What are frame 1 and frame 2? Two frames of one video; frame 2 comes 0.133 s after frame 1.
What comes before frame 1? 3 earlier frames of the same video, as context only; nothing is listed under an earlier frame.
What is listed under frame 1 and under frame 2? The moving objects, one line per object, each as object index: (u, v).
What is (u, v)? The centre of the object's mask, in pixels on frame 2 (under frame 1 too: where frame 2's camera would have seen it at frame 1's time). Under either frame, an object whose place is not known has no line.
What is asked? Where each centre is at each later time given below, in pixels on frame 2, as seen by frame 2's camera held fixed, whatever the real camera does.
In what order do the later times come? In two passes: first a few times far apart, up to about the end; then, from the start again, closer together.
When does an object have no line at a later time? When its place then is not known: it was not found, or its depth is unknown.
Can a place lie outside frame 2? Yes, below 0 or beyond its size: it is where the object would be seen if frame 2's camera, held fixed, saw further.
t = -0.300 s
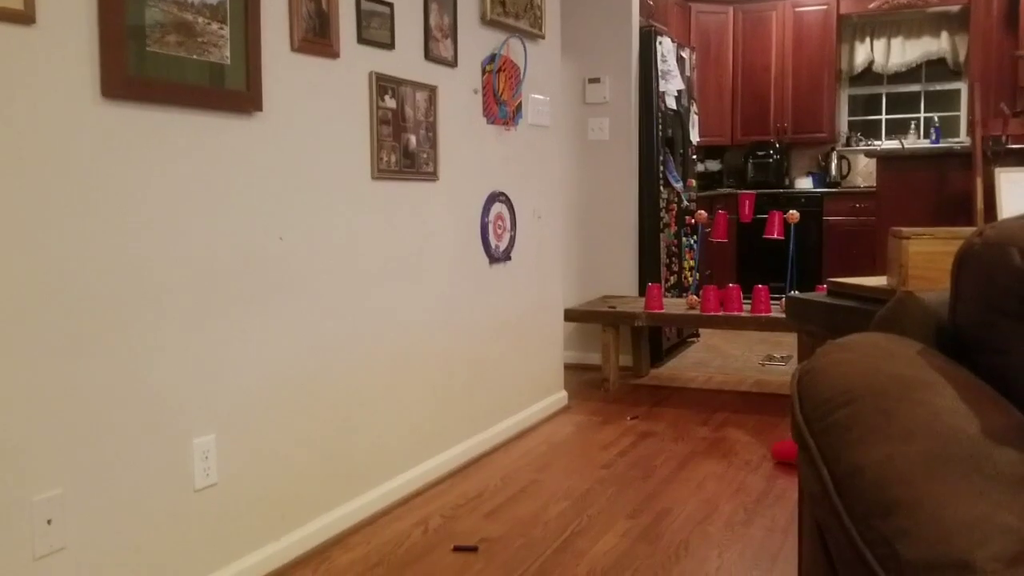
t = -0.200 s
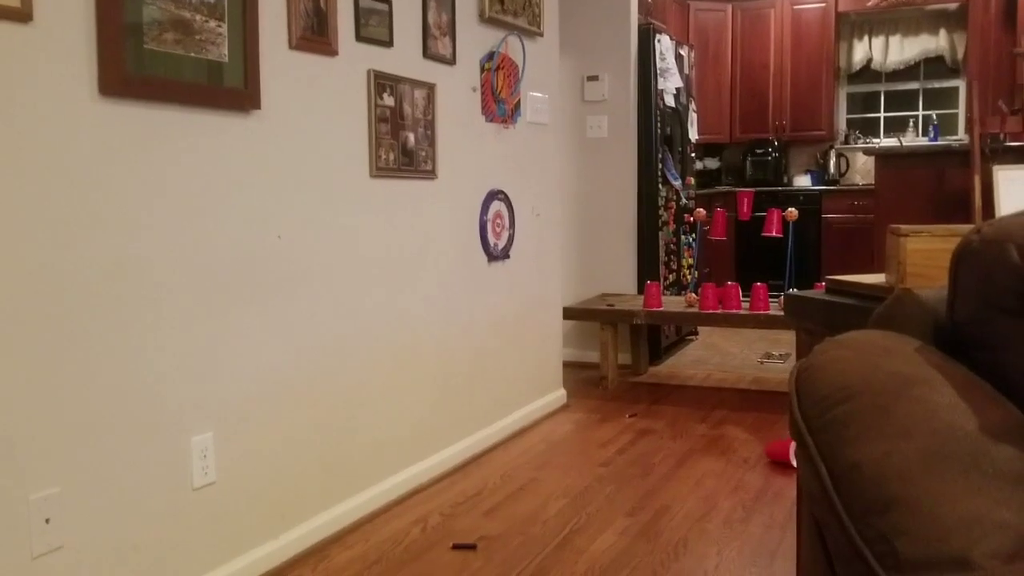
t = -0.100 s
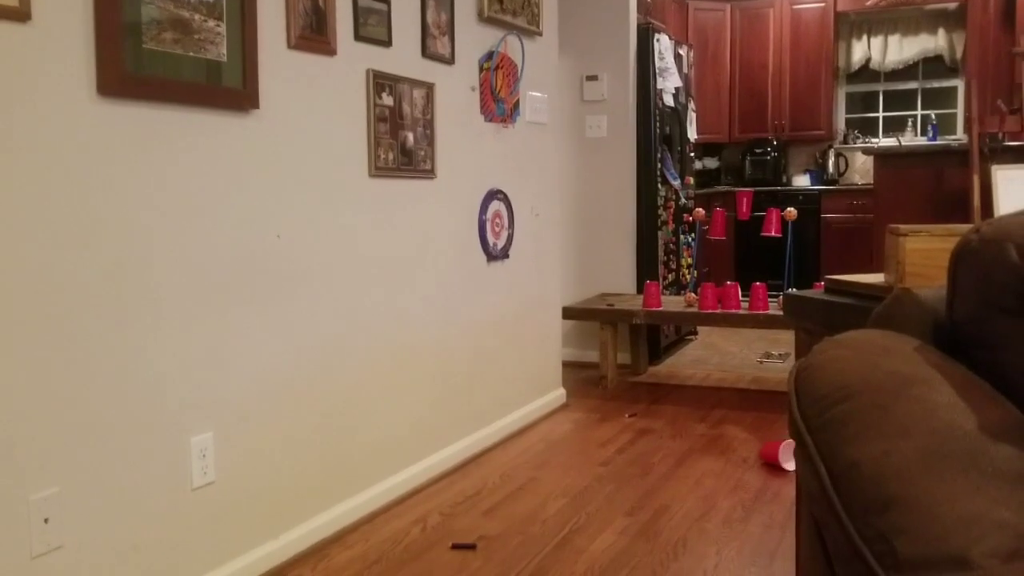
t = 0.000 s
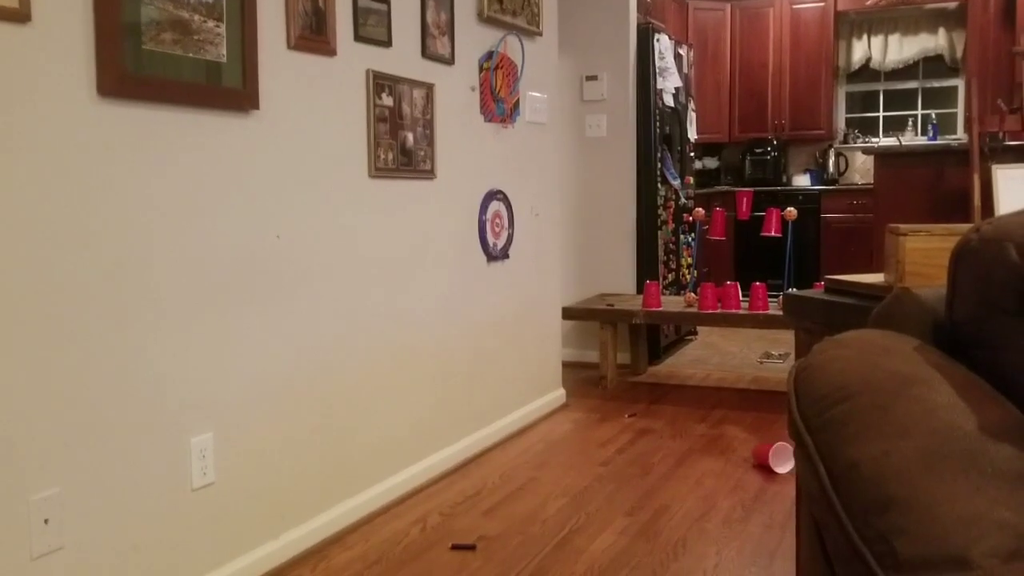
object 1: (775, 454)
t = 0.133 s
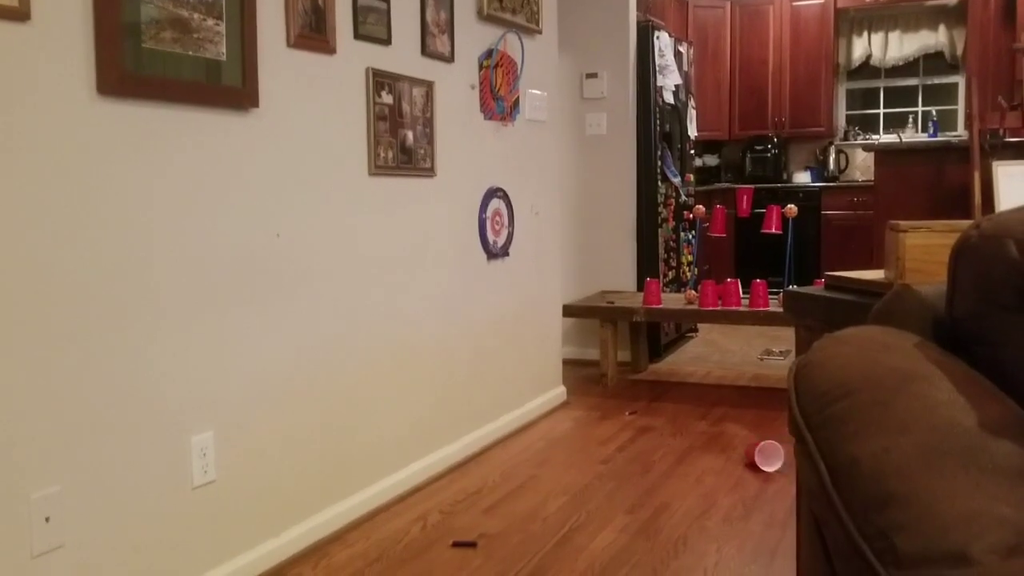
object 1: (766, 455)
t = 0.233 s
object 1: (758, 456)
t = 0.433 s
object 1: (736, 457)
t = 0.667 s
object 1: (708, 455)
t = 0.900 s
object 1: (689, 451)
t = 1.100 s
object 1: (677, 449)
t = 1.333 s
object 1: (666, 445)
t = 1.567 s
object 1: (659, 440)
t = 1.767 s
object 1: (657, 436)
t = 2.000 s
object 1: (657, 433)
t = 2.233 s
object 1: (659, 429)
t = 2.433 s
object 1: (666, 426)
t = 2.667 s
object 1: (676, 422)
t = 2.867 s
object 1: (686, 421)
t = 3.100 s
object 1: (698, 419)
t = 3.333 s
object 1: (711, 418)
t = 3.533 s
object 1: (724, 418)
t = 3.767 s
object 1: (739, 419)
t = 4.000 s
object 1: (751, 420)
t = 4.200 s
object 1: (758, 421)
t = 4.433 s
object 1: (765, 422)
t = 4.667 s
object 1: (774, 423)
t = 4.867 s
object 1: (777, 424)
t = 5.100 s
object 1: (783, 427)
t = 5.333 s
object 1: (783, 430)
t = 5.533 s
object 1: (784, 433)
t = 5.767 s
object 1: (786, 435)
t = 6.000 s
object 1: (788, 435)
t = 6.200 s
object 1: (788, 436)
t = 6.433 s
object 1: (789, 437)
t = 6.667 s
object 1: (789, 437)
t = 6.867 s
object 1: (788, 436)
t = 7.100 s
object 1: (787, 435)
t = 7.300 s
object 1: (787, 434)
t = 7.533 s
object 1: (785, 432)
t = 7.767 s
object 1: (782, 430)
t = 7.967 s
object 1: (781, 427)
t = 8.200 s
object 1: (779, 425)
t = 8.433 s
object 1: (775, 424)
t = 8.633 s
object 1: (772, 423)
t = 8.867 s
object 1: (769, 422)
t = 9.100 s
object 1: (767, 422)
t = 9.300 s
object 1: (764, 421)
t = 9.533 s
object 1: (760, 421)
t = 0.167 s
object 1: (766, 456)
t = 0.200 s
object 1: (762, 456)
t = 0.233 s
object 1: (758, 456)
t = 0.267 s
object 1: (755, 457)
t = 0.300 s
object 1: (751, 457)
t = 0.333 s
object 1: (747, 457)
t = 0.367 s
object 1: (744, 458)
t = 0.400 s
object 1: (740, 457)
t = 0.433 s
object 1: (736, 457)
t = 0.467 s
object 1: (732, 457)
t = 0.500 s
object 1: (728, 457)
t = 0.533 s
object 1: (724, 457)
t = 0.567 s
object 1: (720, 457)
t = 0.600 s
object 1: (716, 456)
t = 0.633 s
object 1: (712, 456)
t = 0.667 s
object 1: (708, 455)
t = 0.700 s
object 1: (705, 455)
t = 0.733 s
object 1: (701, 455)
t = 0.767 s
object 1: (698, 454)
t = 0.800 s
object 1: (696, 453)
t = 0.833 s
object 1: (693, 452)
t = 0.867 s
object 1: (691, 452)
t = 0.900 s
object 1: (689, 451)
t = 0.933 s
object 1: (687, 451)
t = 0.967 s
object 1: (685, 451)
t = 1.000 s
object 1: (684, 450)
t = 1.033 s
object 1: (681, 450)
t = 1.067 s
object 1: (679, 449)
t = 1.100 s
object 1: (677, 449)
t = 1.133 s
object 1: (675, 449)
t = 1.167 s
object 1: (673, 448)
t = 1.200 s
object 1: (672, 448)
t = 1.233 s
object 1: (670, 447)
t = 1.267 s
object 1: (668, 447)
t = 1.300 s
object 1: (667, 446)
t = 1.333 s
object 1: (666, 445)
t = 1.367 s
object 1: (664, 445)
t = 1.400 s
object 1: (663, 444)
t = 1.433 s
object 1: (662, 443)
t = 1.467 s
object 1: (660, 443)
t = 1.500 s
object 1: (660, 442)
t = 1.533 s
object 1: (659, 441)
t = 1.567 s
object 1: (659, 440)
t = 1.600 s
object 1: (658, 440)
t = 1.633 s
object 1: (658, 440)
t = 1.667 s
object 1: (657, 439)
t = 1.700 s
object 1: (657, 437)
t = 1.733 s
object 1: (657, 437)
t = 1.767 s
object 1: (657, 436)
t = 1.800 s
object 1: (657, 435)
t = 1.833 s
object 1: (656, 435)
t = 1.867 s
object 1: (657, 435)
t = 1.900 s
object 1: (657, 434)
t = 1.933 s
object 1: (657, 434)
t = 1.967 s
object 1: (656, 433)
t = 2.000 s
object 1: (657, 433)
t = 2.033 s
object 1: (657, 432)
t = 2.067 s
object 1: (657, 432)
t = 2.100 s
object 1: (658, 431)
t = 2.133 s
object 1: (658, 430)
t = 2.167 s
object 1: (658, 430)
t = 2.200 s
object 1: (659, 429)
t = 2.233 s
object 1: (659, 429)
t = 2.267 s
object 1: (660, 428)
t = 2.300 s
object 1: (661, 428)
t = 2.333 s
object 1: (662, 427)
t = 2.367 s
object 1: (663, 427)
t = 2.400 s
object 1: (664, 427)
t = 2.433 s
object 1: (666, 426)
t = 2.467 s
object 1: (667, 425)
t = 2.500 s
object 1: (668, 425)
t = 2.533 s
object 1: (670, 424)
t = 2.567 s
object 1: (671, 424)
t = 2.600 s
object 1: (673, 424)
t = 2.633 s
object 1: (674, 423)
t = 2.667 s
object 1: (676, 422)
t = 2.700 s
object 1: (677, 422)
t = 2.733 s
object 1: (679, 422)
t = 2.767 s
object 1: (681, 422)
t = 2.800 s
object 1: (683, 421)
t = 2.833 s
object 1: (684, 421)
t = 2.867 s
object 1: (686, 421)
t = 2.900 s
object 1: (688, 420)
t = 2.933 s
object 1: (689, 420)
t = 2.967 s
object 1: (690, 420)
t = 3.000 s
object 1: (691, 419)
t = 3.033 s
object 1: (694, 419)
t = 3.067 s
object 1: (695, 419)
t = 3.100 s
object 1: (698, 419)
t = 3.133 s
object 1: (699, 418)
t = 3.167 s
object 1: (701, 418)
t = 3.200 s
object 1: (703, 418)
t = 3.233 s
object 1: (704, 418)
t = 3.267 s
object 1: (707, 418)
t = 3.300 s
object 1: (709, 418)
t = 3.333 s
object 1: (711, 418)
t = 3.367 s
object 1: (713, 418)
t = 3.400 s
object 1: (715, 418)
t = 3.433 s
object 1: (717, 418)
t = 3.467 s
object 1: (720, 418)
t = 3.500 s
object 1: (722, 419)
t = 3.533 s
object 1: (724, 418)
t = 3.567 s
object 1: (726, 419)
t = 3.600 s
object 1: (728, 419)
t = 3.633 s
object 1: (730, 418)
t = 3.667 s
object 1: (732, 419)
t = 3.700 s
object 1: (734, 419)
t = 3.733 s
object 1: (737, 419)
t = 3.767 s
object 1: (739, 419)
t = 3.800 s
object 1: (741, 419)
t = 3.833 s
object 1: (743, 419)
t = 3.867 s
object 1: (745, 420)
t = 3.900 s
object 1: (747, 420)
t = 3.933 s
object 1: (748, 420)
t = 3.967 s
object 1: (750, 420)
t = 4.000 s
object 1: (751, 420)
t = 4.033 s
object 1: (752, 420)
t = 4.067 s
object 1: (754, 421)
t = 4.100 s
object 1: (755, 421)
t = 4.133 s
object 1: (757, 420)
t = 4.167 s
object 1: (757, 421)
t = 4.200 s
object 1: (758, 421)
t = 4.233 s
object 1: (759, 421)
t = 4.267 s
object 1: (761, 422)
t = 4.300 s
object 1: (762, 423)
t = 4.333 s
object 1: (763, 423)
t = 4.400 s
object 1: (765, 423)
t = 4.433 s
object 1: (765, 422)
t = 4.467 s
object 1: (767, 422)
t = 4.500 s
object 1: (768, 422)
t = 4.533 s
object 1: (768, 422)
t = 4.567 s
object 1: (769, 423)
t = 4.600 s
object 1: (770, 423)
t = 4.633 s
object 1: (771, 423)
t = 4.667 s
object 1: (774, 423)
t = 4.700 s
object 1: (773, 423)
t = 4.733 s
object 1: (774, 423)
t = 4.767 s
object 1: (775, 423)
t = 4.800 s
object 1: (775, 424)
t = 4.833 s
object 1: (776, 424)
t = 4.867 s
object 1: (777, 424)
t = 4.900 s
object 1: (777, 425)
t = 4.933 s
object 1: (779, 424)
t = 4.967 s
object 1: (780, 425)
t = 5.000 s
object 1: (781, 426)
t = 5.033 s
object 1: (781, 426)
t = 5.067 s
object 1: (782, 426)
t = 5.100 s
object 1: (783, 427)
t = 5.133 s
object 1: (782, 427)
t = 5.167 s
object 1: (783, 427)
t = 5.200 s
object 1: (783, 428)
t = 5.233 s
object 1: (783, 428)
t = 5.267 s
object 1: (783, 429)
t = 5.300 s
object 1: (783, 430)
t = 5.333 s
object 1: (783, 430)
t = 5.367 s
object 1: (784, 430)
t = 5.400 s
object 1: (784, 431)
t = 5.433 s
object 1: (784, 432)
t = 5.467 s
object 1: (784, 432)
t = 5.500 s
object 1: (784, 432)
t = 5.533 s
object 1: (784, 433)
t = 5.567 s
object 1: (784, 433)
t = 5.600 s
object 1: (785, 434)
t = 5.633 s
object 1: (785, 434)
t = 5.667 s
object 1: (786, 434)
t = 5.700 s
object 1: (786, 435)
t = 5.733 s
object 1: (786, 435)
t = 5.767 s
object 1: (786, 435)
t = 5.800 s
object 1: (786, 435)
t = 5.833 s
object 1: (787, 435)
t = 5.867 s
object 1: (787, 435)
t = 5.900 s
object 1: (788, 435)
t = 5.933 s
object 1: (787, 435)
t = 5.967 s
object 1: (788, 436)
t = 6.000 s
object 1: (788, 435)
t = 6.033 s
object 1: (788, 435)
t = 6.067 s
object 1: (788, 436)
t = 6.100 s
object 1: (788, 436)
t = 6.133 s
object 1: (788, 436)
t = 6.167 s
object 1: (788, 436)
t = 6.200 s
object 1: (788, 436)
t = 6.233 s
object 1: (789, 436)
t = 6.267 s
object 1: (789, 437)
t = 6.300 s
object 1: (789, 437)
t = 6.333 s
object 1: (789, 437)
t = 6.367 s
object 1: (789, 437)
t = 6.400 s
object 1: (789, 437)
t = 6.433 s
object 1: (789, 437)
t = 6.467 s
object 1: (789, 437)
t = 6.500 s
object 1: (789, 437)
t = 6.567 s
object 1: (789, 437)
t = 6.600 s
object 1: (789, 437)
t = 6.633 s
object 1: (789, 437)
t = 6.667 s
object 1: (789, 437)
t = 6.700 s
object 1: (789, 437)
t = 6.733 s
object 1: (788, 437)
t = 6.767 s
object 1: (789, 437)
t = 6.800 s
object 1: (788, 436)
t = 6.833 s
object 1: (788, 436)
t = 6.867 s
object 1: (788, 436)
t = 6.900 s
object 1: (788, 436)
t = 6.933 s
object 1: (788, 436)
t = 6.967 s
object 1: (788, 436)
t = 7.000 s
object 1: (788, 436)
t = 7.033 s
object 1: (789, 435)
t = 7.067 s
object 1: (788, 435)
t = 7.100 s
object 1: (787, 435)
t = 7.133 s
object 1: (787, 435)
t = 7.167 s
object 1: (787, 435)
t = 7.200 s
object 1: (787, 435)
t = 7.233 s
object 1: (787, 434)
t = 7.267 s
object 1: (787, 434)
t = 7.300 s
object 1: (787, 434)
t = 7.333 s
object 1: (787, 434)
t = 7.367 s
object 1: (786, 433)
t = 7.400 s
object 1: (786, 433)
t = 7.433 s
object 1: (786, 433)
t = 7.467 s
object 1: (786, 433)
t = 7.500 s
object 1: (786, 432)
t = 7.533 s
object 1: (785, 432)
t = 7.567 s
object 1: (785, 432)
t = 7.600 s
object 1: (784, 431)
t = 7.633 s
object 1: (783, 431)
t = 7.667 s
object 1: (783, 431)
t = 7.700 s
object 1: (783, 431)
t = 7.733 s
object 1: (782, 430)
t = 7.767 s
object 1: (782, 430)
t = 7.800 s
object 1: (782, 429)
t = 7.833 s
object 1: (782, 429)
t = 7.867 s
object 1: (781, 428)
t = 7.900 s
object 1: (781, 428)
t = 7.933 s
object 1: (781, 428)
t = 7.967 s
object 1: (781, 427)
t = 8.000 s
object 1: (781, 427)
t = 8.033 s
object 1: (780, 426)
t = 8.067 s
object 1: (780, 426)
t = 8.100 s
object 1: (780, 425)
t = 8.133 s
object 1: (779, 425)
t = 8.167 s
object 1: (779, 425)
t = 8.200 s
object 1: (779, 425)
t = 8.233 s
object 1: (779, 425)
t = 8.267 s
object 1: (778, 424)
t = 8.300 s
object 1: (777, 424)
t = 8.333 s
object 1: (776, 424)
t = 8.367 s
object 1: (776, 424)
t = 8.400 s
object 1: (776, 424)
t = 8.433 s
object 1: (775, 424)
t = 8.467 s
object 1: (774, 423)
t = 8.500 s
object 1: (774, 423)
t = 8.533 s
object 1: (774, 423)
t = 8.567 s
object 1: (773, 423)
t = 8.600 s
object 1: (773, 423)
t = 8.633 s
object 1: (772, 423)
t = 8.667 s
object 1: (772, 423)
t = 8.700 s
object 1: (771, 423)
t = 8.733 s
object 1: (771, 423)
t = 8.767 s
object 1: (771, 423)
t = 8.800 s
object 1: (770, 423)
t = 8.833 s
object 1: (770, 422)
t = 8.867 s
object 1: (769, 422)
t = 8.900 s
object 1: (769, 423)
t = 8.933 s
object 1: (769, 423)
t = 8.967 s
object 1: (768, 422)
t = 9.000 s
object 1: (768, 421)
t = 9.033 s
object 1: (768, 421)
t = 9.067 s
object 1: (767, 422)
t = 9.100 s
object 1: (767, 422)
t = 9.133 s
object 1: (766, 422)
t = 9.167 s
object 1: (765, 421)
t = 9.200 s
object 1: (765, 421)
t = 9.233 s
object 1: (765, 421)
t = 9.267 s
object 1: (764, 421)
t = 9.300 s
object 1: (764, 421)
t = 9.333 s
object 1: (764, 421)
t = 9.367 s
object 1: (763, 421)
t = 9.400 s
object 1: (763, 421)
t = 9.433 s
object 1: (762, 421)
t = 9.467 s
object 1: (761, 421)
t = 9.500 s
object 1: (761, 421)
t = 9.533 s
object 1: (760, 421)
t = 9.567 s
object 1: (759, 421)
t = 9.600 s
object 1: (759, 421)
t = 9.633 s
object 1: (758, 421)
